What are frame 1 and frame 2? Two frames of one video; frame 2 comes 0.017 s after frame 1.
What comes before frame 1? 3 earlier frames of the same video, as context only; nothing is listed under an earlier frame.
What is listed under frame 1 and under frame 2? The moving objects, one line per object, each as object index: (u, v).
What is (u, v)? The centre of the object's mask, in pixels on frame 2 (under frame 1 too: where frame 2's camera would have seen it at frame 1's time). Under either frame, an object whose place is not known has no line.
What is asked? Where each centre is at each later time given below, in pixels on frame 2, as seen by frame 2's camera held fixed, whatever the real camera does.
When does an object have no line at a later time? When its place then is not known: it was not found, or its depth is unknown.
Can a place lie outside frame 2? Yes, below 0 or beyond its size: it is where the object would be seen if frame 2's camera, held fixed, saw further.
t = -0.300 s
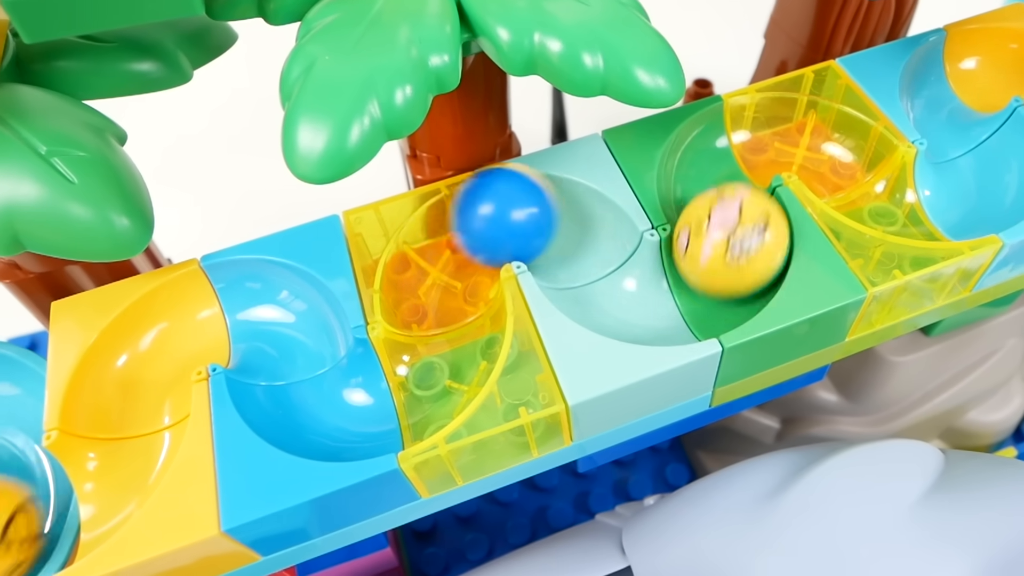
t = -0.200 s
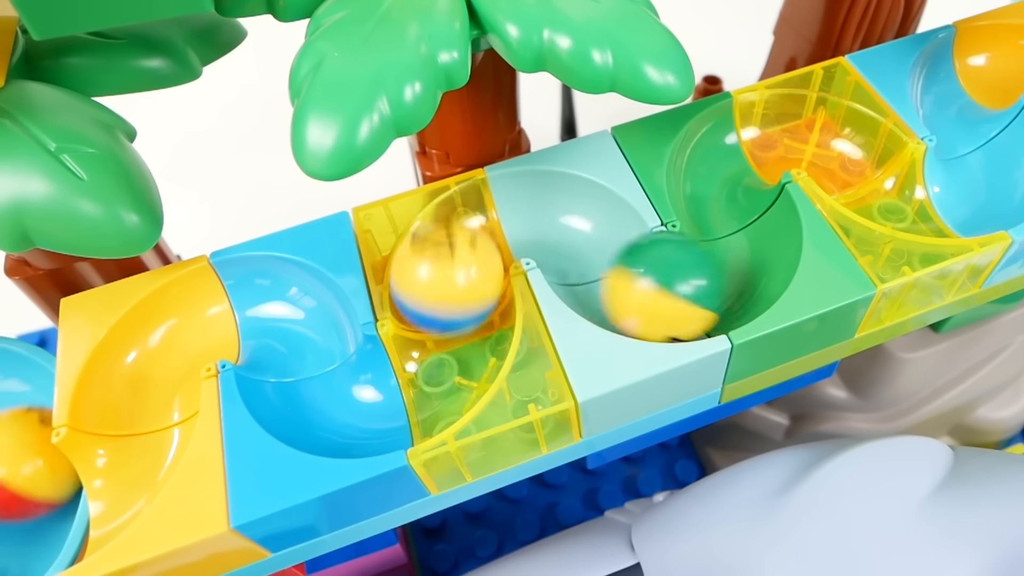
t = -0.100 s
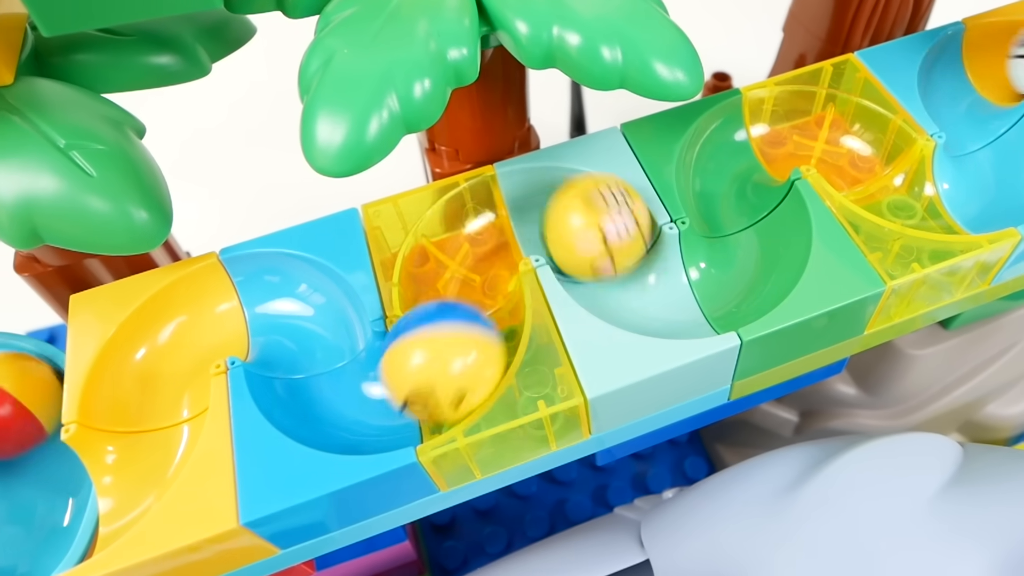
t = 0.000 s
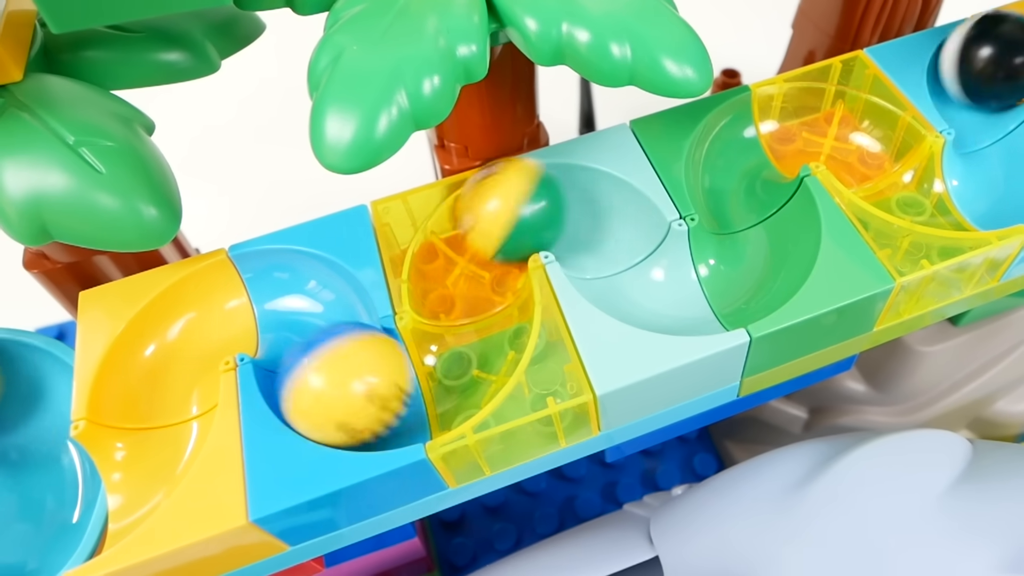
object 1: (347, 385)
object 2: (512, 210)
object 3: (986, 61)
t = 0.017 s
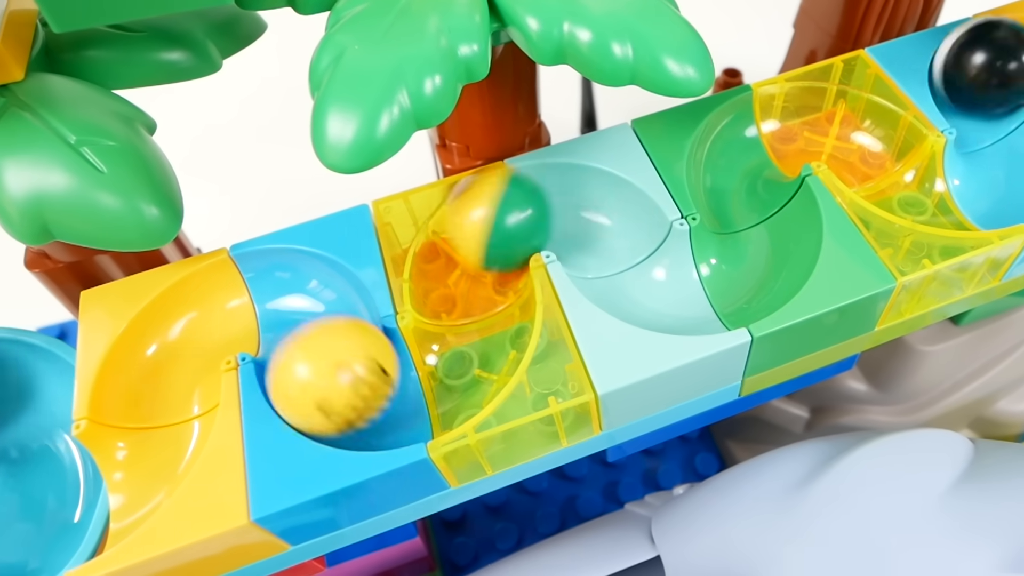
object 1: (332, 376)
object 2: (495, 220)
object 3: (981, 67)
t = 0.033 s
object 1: (322, 362)
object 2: (482, 230)
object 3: (979, 76)
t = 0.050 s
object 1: (315, 347)
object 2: (473, 244)
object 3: (979, 85)
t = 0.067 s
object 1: (313, 330)
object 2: (468, 260)
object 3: (981, 97)
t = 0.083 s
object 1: (309, 312)
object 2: (465, 275)
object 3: (984, 108)
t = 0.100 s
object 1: (303, 312)
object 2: (469, 291)
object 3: (988, 120)
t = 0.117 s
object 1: (289, 305)
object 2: (472, 308)
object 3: (990, 129)
